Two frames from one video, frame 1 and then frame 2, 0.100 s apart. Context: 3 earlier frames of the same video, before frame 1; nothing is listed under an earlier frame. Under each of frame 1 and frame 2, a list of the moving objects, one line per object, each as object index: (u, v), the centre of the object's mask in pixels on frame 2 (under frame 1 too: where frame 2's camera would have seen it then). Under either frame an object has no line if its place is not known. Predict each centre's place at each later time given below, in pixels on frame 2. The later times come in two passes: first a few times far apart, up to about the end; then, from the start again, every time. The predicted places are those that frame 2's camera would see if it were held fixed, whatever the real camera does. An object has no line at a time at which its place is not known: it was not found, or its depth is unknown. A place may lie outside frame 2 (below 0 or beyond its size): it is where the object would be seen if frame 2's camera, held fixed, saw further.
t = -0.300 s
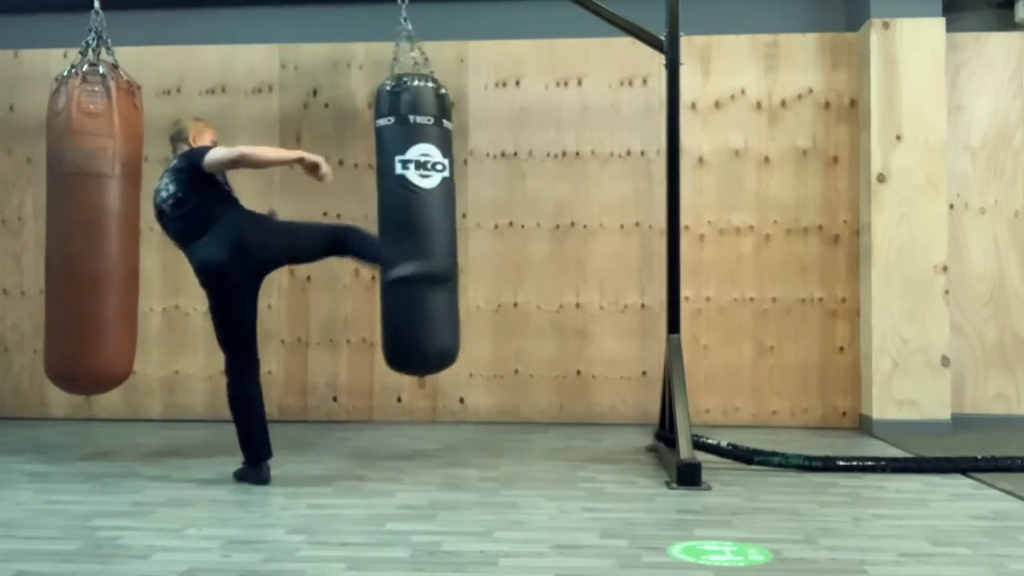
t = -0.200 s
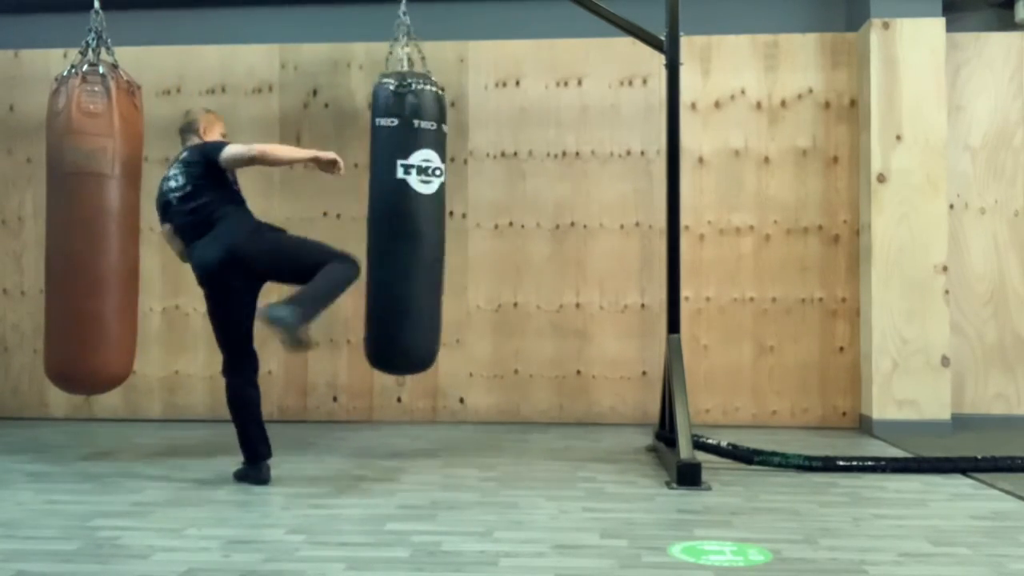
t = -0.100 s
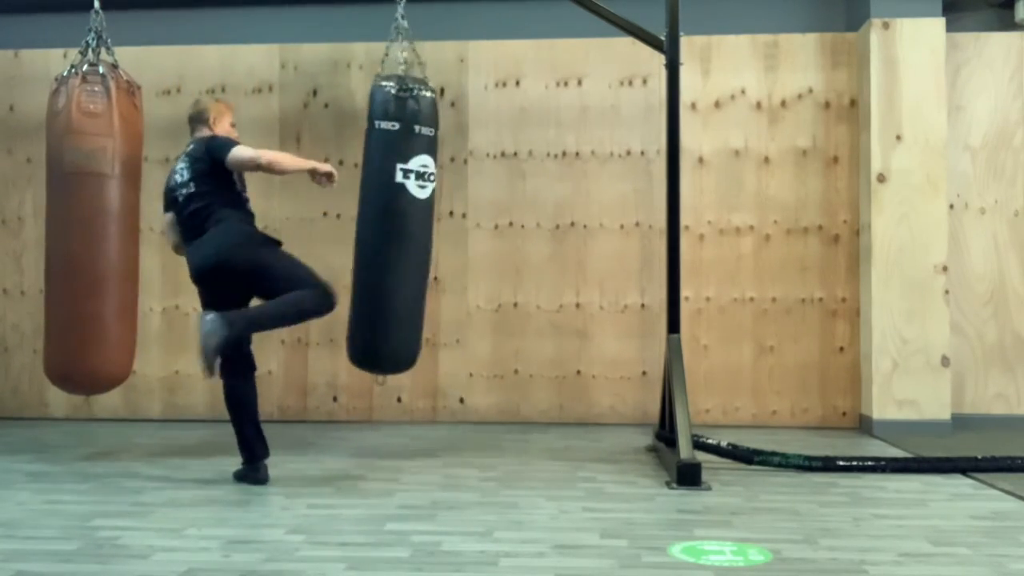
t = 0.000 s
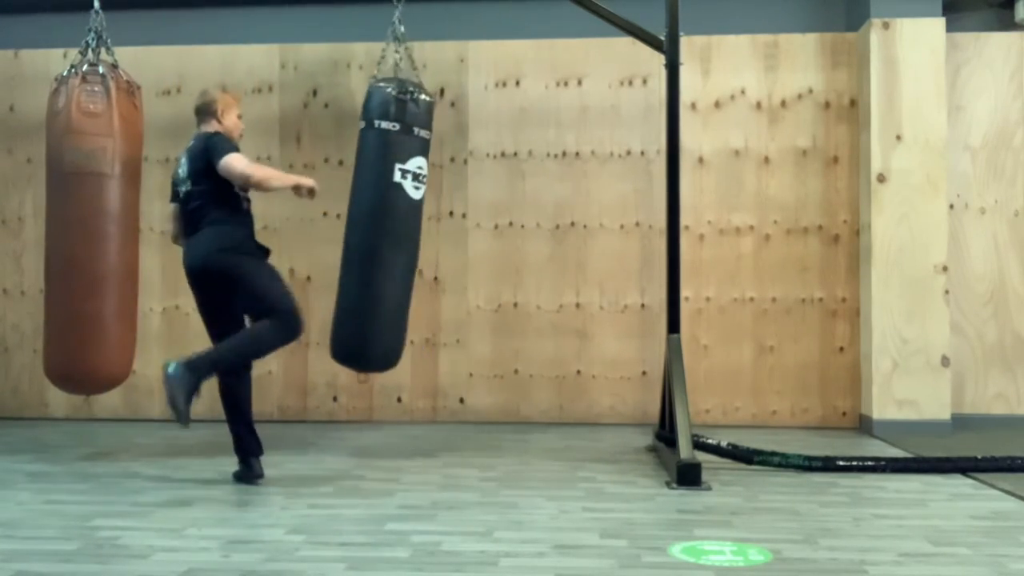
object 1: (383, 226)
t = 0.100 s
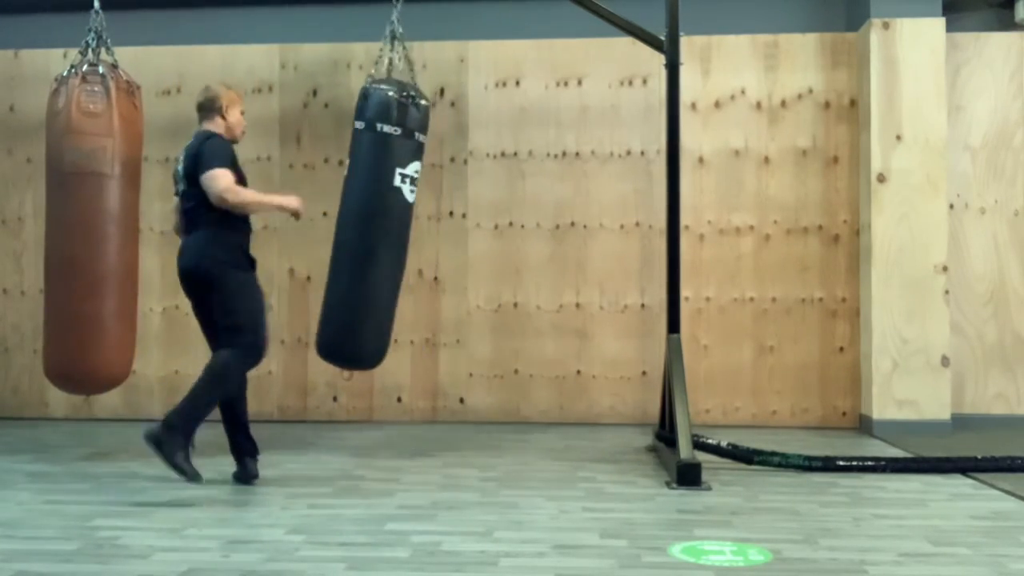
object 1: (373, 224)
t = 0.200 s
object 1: (366, 220)
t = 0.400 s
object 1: (357, 221)
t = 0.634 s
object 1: (361, 222)
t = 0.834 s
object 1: (375, 227)
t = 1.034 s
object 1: (397, 229)
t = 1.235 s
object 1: (421, 226)
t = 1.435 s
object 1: (439, 222)
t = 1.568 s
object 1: (447, 220)
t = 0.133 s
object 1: (370, 224)
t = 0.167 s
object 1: (368, 222)
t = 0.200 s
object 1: (366, 220)
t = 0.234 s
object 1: (364, 220)
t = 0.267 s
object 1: (362, 220)
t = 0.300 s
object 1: (361, 221)
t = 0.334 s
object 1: (359, 221)
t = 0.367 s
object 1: (358, 221)
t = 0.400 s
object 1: (357, 221)
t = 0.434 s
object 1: (357, 221)
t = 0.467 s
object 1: (356, 221)
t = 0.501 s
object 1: (357, 221)
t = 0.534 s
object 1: (357, 221)
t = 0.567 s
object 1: (359, 221)
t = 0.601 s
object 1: (360, 222)
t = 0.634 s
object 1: (361, 222)
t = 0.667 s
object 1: (363, 224)
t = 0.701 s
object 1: (365, 224)
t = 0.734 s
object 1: (366, 225)
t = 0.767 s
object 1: (369, 225)
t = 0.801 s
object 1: (371, 226)
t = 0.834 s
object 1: (375, 227)
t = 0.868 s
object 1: (378, 227)
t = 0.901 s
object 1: (382, 227)
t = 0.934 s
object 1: (386, 228)
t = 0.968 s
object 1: (390, 228)
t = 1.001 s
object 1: (393, 228)
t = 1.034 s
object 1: (397, 229)
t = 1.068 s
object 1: (401, 228)
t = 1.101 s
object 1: (404, 228)
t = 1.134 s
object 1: (408, 228)
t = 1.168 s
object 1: (413, 227)
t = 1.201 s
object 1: (417, 226)
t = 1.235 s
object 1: (421, 226)
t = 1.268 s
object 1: (425, 225)
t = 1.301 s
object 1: (428, 224)
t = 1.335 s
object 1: (431, 224)
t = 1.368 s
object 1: (434, 224)
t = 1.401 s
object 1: (437, 223)
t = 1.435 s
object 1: (439, 222)
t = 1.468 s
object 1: (442, 221)
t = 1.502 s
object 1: (444, 221)
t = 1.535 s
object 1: (446, 220)
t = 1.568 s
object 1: (447, 220)
